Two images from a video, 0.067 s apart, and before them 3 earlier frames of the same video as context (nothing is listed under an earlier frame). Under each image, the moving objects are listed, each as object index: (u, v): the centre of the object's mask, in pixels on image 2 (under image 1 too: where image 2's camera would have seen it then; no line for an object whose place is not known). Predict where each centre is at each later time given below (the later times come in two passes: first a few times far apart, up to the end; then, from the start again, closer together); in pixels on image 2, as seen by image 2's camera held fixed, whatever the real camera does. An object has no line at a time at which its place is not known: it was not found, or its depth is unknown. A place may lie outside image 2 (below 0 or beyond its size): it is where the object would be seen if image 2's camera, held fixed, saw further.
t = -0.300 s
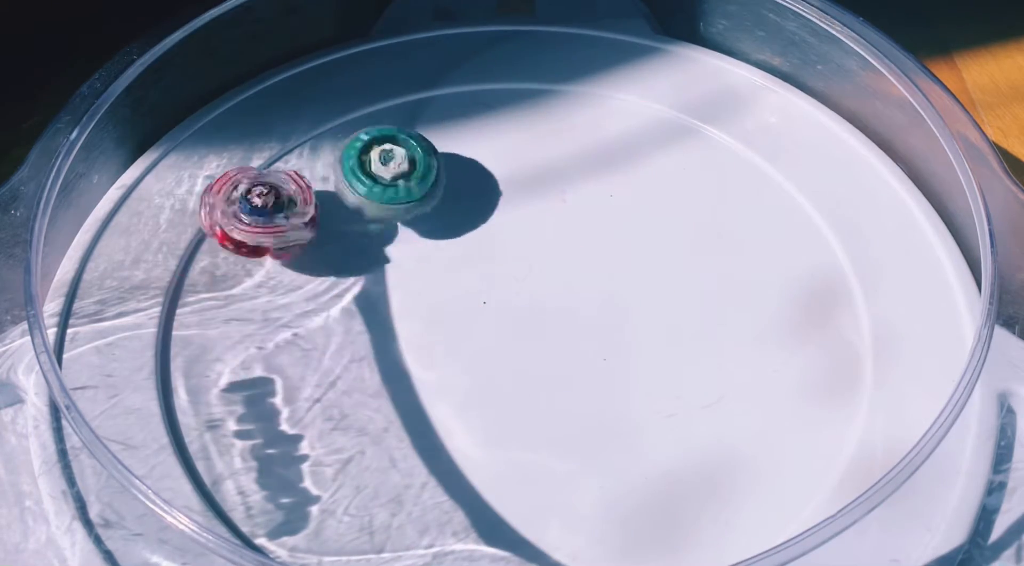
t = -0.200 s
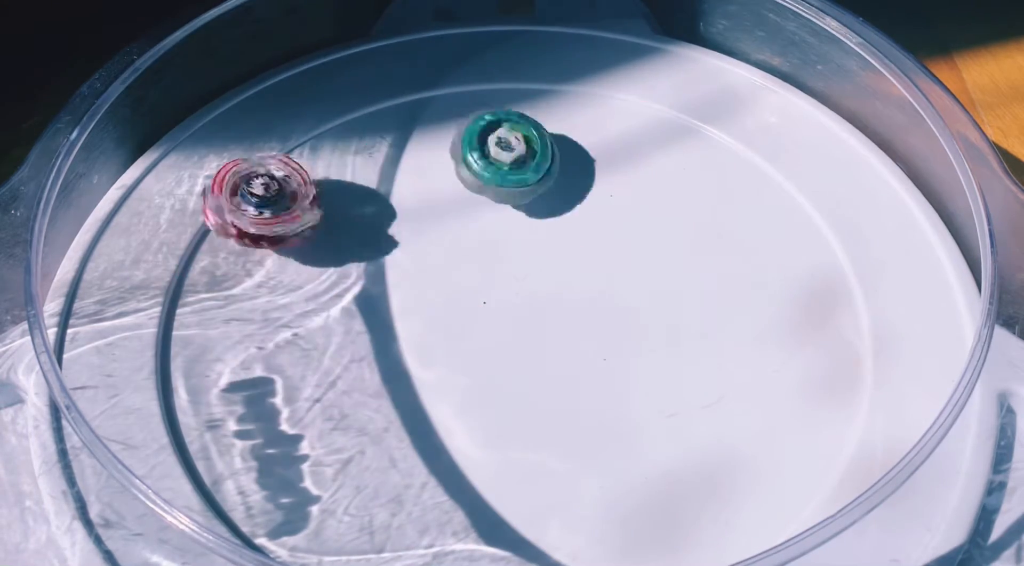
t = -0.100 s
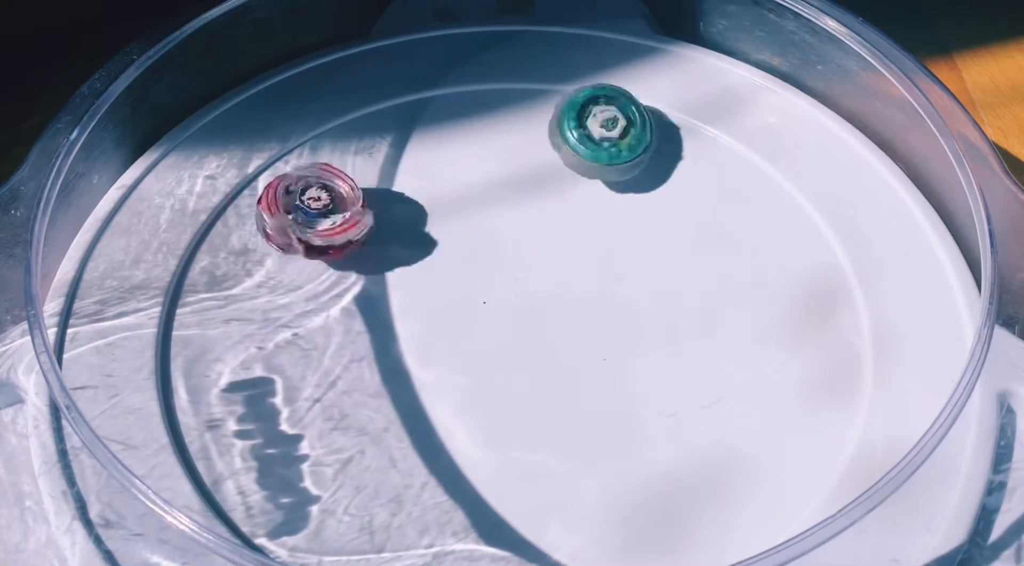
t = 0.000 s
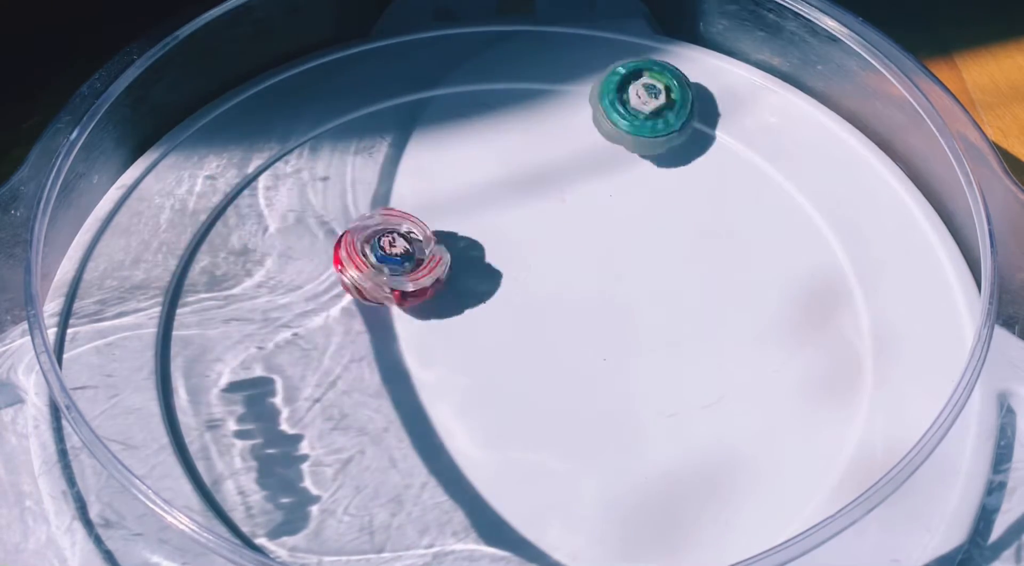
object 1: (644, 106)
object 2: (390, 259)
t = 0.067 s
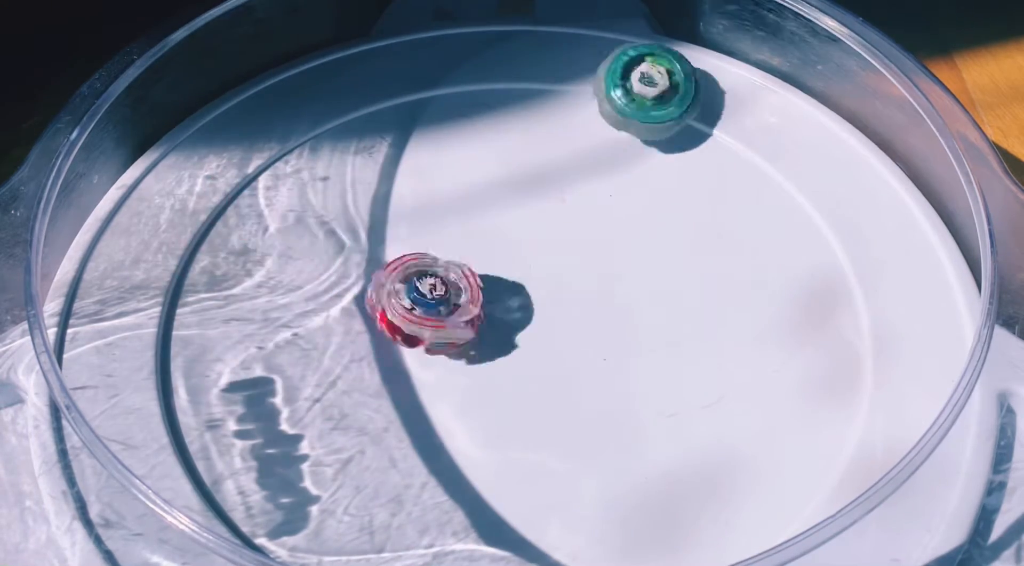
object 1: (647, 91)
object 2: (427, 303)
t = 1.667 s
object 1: (738, 434)
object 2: (550, 318)
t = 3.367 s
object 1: (285, 314)
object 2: (494, 352)
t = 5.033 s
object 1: (656, 182)
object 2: (526, 284)
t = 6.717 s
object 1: (545, 491)
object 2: (514, 358)
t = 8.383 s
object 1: (111, 234)
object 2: (549, 267)
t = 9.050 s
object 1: (635, 98)
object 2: (530, 319)
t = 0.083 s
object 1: (644, 93)
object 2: (433, 314)
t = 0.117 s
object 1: (638, 95)
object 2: (445, 338)
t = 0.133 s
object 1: (634, 97)
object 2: (449, 349)
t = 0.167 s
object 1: (627, 101)
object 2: (455, 373)
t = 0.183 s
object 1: (624, 103)
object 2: (456, 383)
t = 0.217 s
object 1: (619, 109)
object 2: (457, 405)
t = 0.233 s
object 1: (616, 112)
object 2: (456, 416)
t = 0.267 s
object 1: (612, 118)
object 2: (452, 438)
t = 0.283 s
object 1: (611, 122)
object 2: (450, 448)
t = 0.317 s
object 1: (609, 129)
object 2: (440, 467)
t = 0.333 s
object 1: (610, 132)
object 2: (434, 477)
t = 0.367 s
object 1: (611, 139)
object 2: (421, 494)
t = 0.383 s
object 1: (612, 142)
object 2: (412, 501)
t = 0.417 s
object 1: (616, 150)
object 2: (397, 509)
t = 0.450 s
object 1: (622, 158)
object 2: (379, 514)
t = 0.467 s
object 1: (625, 162)
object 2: (370, 516)
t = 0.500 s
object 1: (635, 170)
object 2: (351, 515)
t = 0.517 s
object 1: (640, 174)
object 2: (341, 514)
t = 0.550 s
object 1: (652, 180)
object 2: (319, 510)
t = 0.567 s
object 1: (658, 183)
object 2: (309, 504)
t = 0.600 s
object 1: (671, 188)
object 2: (300, 482)
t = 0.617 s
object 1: (678, 189)
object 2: (302, 469)
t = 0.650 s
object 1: (692, 193)
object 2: (311, 443)
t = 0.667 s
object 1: (699, 194)
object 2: (322, 432)
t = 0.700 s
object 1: (712, 197)
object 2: (348, 410)
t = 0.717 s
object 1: (719, 198)
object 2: (361, 400)
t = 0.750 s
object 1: (733, 199)
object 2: (395, 385)
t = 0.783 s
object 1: (744, 201)
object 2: (428, 374)
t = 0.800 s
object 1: (749, 202)
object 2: (443, 369)
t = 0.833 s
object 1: (759, 203)
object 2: (477, 361)
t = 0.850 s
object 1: (763, 204)
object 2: (492, 359)
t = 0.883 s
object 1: (769, 206)
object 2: (523, 356)
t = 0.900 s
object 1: (773, 207)
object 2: (538, 354)
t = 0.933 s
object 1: (779, 211)
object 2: (568, 353)
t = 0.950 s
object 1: (781, 212)
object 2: (584, 354)
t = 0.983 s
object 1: (784, 215)
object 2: (612, 355)
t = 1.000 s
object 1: (786, 218)
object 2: (627, 356)
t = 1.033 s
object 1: (789, 223)
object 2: (656, 361)
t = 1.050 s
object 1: (789, 226)
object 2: (668, 363)
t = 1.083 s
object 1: (789, 231)
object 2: (695, 369)
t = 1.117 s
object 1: (790, 238)
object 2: (720, 379)
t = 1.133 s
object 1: (789, 242)
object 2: (731, 384)
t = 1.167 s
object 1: (785, 249)
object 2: (753, 395)
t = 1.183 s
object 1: (785, 254)
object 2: (762, 403)
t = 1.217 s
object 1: (780, 264)
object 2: (776, 419)
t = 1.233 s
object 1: (778, 270)
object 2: (781, 427)
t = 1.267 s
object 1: (773, 279)
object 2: (787, 449)
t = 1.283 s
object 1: (771, 285)
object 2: (785, 459)
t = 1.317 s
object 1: (767, 297)
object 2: (769, 477)
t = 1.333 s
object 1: (764, 303)
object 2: (756, 486)
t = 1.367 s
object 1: (759, 315)
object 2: (723, 494)
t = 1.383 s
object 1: (758, 322)
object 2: (704, 496)
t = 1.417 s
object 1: (753, 336)
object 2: (667, 490)
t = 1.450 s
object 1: (751, 349)
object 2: (631, 473)
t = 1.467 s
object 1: (750, 357)
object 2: (616, 464)
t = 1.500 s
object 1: (748, 371)
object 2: (590, 440)
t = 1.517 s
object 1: (746, 377)
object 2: (581, 428)
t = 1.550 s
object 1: (745, 392)
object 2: (567, 403)
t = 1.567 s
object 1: (744, 398)
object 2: (561, 389)
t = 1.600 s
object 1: (743, 412)
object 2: (554, 365)
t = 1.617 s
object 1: (741, 417)
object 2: (552, 353)
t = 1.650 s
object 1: (739, 429)
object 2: (550, 328)
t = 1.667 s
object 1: (738, 434)
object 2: (550, 318)
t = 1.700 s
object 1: (737, 445)
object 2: (551, 295)
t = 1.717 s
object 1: (736, 449)
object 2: (553, 283)
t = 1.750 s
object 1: (736, 458)
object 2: (558, 263)
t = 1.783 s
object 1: (734, 466)
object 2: (566, 244)
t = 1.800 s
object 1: (733, 471)
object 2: (570, 236)
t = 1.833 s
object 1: (731, 478)
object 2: (579, 218)
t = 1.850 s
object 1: (729, 481)
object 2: (585, 209)
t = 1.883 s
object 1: (723, 486)
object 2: (596, 194)
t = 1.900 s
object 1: (720, 489)
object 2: (603, 187)
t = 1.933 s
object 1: (712, 492)
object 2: (617, 175)
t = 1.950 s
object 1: (708, 493)
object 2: (624, 169)
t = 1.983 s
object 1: (697, 495)
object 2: (642, 160)
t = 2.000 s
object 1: (691, 495)
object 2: (651, 157)
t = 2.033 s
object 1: (680, 497)
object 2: (669, 151)
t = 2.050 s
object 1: (673, 497)
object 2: (679, 151)
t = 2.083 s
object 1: (661, 496)
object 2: (699, 154)
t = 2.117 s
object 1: (647, 496)
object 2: (718, 161)
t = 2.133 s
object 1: (640, 496)
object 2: (725, 169)
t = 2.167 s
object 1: (626, 495)
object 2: (735, 186)
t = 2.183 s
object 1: (619, 494)
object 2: (736, 198)
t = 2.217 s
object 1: (603, 492)
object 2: (730, 218)
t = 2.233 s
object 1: (595, 491)
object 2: (724, 231)
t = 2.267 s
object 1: (578, 489)
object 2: (705, 251)
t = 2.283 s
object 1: (569, 488)
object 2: (694, 262)
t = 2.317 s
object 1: (551, 485)
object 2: (668, 276)
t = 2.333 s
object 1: (540, 483)
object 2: (653, 282)
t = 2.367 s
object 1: (520, 482)
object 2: (624, 292)
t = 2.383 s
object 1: (510, 480)
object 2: (609, 294)
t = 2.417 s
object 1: (490, 478)
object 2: (579, 299)
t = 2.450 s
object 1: (469, 477)
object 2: (549, 299)
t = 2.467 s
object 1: (459, 476)
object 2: (534, 298)
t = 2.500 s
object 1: (442, 473)
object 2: (506, 294)
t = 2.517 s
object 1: (434, 470)
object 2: (493, 293)
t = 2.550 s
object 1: (409, 474)
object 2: (467, 287)
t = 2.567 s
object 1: (400, 474)
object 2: (455, 284)
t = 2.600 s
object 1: (383, 472)
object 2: (432, 276)
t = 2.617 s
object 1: (376, 471)
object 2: (421, 269)
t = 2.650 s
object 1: (362, 469)
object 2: (402, 259)
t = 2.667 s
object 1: (355, 468)
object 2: (393, 252)
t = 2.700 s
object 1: (342, 465)
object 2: (376, 239)
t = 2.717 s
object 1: (336, 464)
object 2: (369, 232)
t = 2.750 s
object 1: (326, 460)
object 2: (358, 217)
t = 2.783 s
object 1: (317, 457)
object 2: (349, 201)
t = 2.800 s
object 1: (313, 455)
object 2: (347, 195)
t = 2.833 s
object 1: (305, 451)
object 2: (344, 177)
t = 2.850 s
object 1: (302, 449)
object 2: (346, 170)
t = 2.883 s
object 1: (296, 444)
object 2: (352, 155)
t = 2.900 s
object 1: (294, 442)
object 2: (359, 151)
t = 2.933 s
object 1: (291, 437)
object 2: (375, 139)
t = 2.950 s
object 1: (290, 434)
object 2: (385, 136)
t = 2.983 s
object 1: (288, 426)
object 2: (408, 135)
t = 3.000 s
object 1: (287, 423)
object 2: (421, 138)
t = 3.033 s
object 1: (286, 415)
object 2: (444, 146)
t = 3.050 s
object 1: (286, 411)
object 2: (456, 153)
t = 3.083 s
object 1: (286, 402)
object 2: (474, 170)
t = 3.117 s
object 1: (286, 391)
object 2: (489, 189)
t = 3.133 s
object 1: (285, 386)
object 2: (495, 200)
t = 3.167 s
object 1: (285, 376)
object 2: (504, 221)
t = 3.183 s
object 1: (285, 370)
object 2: (507, 233)
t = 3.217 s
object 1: (284, 359)
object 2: (511, 255)
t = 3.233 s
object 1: (283, 354)
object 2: (511, 266)
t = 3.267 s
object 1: (281, 344)
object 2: (510, 287)
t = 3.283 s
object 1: (281, 339)
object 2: (509, 299)
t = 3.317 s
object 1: (283, 328)
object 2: (504, 320)
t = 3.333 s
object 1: (283, 323)
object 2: (501, 331)
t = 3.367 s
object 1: (285, 314)
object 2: (494, 352)
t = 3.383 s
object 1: (286, 309)
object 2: (490, 363)
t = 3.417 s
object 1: (288, 300)
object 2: (478, 382)
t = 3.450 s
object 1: (290, 291)
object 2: (464, 400)
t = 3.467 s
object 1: (292, 286)
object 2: (457, 410)
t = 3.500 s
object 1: (294, 276)
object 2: (438, 426)
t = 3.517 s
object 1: (295, 272)
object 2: (428, 433)
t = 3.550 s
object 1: (298, 264)
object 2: (406, 446)
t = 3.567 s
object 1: (299, 259)
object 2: (394, 451)
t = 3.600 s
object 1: (303, 251)
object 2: (369, 459)
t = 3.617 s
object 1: (305, 247)
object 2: (356, 462)
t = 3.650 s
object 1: (309, 239)
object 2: (330, 465)
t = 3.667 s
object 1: (310, 236)
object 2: (316, 463)
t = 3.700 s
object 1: (314, 228)
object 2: (290, 457)
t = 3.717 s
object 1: (316, 225)
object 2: (278, 451)
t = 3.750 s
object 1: (322, 218)
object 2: (260, 435)
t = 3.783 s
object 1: (327, 212)
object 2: (250, 414)
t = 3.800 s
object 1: (330, 209)
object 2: (252, 403)
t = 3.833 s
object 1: (337, 204)
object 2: (259, 379)
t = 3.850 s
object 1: (340, 202)
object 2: (267, 369)
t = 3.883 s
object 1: (348, 197)
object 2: (288, 351)
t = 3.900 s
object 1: (352, 195)
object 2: (302, 343)
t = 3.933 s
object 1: (359, 191)
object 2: (330, 330)
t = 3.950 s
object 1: (364, 189)
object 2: (345, 325)
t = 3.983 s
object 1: (372, 186)
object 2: (376, 319)
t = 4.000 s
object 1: (376, 185)
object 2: (390, 316)
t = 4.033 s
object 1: (386, 182)
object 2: (420, 313)
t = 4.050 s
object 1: (390, 179)
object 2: (436, 313)
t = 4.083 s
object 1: (398, 176)
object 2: (465, 312)
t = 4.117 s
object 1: (406, 172)
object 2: (493, 313)
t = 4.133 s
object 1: (411, 170)
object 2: (508, 314)
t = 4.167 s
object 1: (418, 167)
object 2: (535, 317)
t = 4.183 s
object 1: (423, 165)
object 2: (548, 319)
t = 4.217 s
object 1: (430, 163)
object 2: (574, 323)
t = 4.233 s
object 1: (435, 162)
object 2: (588, 327)
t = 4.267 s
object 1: (443, 160)
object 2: (612, 333)
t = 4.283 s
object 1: (448, 160)
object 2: (624, 338)
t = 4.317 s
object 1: (457, 158)
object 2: (647, 347)
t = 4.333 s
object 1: (462, 157)
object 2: (658, 353)
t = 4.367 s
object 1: (472, 155)
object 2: (679, 364)
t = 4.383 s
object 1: (477, 155)
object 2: (689, 370)
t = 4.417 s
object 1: (486, 154)
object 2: (708, 384)
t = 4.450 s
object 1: (495, 153)
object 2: (723, 398)
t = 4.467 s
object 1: (499, 152)
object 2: (730, 407)
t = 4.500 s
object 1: (509, 152)
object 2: (739, 426)
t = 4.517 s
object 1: (514, 152)
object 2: (740, 434)
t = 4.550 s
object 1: (524, 152)
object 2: (740, 455)
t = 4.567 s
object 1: (530, 152)
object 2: (735, 463)
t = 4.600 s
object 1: (540, 153)
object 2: (719, 482)
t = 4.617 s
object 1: (544, 153)
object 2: (706, 488)
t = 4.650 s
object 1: (554, 153)
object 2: (676, 497)
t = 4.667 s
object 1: (558, 153)
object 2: (660, 497)
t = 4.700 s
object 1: (568, 155)
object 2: (625, 491)
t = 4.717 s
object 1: (574, 156)
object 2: (610, 487)
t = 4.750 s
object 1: (583, 158)
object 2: (581, 470)
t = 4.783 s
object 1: (592, 159)
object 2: (558, 449)
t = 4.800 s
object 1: (596, 160)
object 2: (549, 438)
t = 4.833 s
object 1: (606, 163)
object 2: (535, 415)
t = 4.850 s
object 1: (610, 165)
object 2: (530, 403)
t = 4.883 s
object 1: (619, 168)
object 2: (522, 380)
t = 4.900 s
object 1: (623, 169)
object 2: (519, 368)
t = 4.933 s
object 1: (631, 173)
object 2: (517, 346)
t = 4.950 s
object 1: (636, 174)
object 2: (517, 335)
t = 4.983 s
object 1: (644, 177)
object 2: (518, 314)
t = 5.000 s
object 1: (648, 179)
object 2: (521, 304)
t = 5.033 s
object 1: (656, 182)
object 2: (526, 284)
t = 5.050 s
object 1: (659, 183)
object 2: (528, 274)
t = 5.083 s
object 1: (667, 187)
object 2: (536, 256)
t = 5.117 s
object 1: (674, 191)
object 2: (544, 239)
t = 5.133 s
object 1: (677, 193)
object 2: (549, 232)
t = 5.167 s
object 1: (684, 198)
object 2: (561, 217)
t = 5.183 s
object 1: (686, 200)
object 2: (565, 210)
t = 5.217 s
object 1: (699, 206)
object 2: (573, 195)
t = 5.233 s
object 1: (713, 210)
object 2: (570, 188)
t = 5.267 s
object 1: (734, 216)
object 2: (566, 177)
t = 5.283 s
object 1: (742, 218)
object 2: (567, 173)
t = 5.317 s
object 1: (754, 221)
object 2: (571, 166)
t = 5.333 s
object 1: (760, 222)
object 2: (573, 163)
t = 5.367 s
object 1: (769, 224)
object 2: (583, 157)
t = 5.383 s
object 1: (773, 225)
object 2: (588, 154)
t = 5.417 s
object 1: (781, 227)
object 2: (601, 148)
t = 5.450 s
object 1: (788, 230)
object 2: (616, 146)
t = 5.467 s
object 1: (790, 231)
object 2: (623, 146)
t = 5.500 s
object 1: (793, 235)
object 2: (639, 152)
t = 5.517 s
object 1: (794, 238)
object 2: (647, 157)
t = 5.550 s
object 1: (794, 243)
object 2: (657, 172)
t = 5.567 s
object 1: (794, 246)
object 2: (660, 182)
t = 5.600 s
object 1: (793, 251)
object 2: (659, 203)
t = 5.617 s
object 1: (792, 254)
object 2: (655, 211)
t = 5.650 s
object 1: (788, 261)
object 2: (643, 231)
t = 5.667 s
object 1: (786, 265)
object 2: (635, 240)
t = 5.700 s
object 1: (780, 274)
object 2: (616, 256)
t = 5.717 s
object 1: (777, 279)
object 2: (606, 263)
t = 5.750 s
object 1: (771, 288)
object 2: (583, 275)
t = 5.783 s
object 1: (764, 299)
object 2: (559, 284)
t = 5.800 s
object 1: (761, 305)
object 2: (547, 288)
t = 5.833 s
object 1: (754, 317)
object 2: (523, 294)
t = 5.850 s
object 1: (750, 323)
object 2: (509, 295)
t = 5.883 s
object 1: (743, 335)
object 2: (484, 298)
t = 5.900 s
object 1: (740, 342)
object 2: (472, 298)
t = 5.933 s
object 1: (734, 355)
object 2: (447, 298)
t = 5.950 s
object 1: (731, 362)
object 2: (435, 297)
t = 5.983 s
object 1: (724, 376)
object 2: (413, 294)
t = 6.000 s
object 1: (721, 383)
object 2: (402, 290)
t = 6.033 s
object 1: (714, 396)
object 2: (381, 284)
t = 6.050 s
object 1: (710, 403)
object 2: (371, 281)
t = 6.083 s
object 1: (703, 416)
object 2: (353, 272)
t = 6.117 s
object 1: (698, 428)
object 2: (338, 261)
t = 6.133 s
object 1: (695, 435)
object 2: (331, 253)
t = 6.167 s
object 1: (691, 446)
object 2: (320, 238)
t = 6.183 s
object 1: (688, 452)
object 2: (318, 233)
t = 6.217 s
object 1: (684, 462)
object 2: (316, 218)
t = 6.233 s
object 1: (682, 467)
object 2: (316, 209)
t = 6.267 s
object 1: (678, 477)
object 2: (324, 196)
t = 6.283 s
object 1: (675, 480)
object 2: (333, 191)
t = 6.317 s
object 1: (670, 488)
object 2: (353, 184)
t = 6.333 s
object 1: (667, 491)
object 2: (364, 182)
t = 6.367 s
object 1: (661, 497)
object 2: (388, 184)
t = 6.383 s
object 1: (658, 500)
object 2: (400, 187)
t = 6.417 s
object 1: (650, 504)
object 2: (422, 197)
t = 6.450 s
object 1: (643, 507)
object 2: (442, 210)
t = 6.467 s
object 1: (638, 508)
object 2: (451, 218)
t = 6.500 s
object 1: (630, 509)
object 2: (465, 234)
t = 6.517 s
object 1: (624, 509)
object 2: (472, 242)
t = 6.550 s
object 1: (614, 508)
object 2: (485, 261)
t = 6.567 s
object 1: (608, 508)
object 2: (490, 270)
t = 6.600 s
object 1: (596, 506)
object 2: (498, 288)
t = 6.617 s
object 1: (590, 504)
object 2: (502, 299)
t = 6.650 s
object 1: (576, 500)
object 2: (508, 319)
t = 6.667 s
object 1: (568, 497)
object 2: (509, 327)
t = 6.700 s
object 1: (553, 493)
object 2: (512, 347)
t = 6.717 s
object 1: (545, 491)
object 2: (514, 358)
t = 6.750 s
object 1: (528, 486)
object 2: (514, 377)
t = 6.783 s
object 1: (514, 509)
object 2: (509, 371)
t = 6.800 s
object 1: (506, 519)
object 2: (506, 361)
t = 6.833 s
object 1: (495, 529)
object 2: (500, 343)
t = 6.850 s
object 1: (491, 532)
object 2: (499, 336)
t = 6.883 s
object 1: (485, 534)
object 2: (496, 325)
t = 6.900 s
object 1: (484, 536)
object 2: (495, 321)
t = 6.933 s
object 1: (485, 536)
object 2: (496, 317)
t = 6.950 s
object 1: (486, 536)
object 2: (498, 318)
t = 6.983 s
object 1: (486, 536)
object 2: (505, 321)
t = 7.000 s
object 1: (486, 535)
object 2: (509, 324)
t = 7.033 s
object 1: (485, 532)
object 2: (521, 334)
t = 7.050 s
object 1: (485, 530)
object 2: (527, 341)
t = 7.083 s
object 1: (479, 524)
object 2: (535, 356)
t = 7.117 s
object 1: (474, 518)
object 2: (540, 372)
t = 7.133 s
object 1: (469, 513)
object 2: (540, 380)
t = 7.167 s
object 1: (461, 501)
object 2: (536, 397)
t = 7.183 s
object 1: (457, 494)
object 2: (532, 401)
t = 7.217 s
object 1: (395, 524)
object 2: (558, 362)
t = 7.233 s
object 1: (363, 534)
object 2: (573, 340)
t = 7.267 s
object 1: (318, 532)
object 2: (597, 296)
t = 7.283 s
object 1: (297, 535)
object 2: (607, 277)
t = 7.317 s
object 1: (264, 542)
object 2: (624, 244)
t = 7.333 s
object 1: (248, 539)
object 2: (631, 230)
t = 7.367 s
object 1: (220, 540)
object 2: (641, 209)
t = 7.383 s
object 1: (211, 541)
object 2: (646, 202)
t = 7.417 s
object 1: (207, 537)
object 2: (652, 192)
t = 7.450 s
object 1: (204, 531)
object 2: (660, 189)
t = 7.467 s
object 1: (201, 529)
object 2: (665, 189)
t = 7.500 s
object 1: (197, 524)
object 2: (676, 191)
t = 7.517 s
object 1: (195, 521)
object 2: (684, 194)
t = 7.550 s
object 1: (196, 511)
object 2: (700, 199)
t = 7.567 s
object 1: (195, 507)
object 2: (708, 203)
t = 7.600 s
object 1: (193, 497)
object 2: (724, 211)
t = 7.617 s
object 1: (191, 490)
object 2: (731, 216)
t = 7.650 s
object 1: (188, 477)
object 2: (744, 230)
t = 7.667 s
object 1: (194, 464)
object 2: (748, 237)
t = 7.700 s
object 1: (185, 453)
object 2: (753, 253)
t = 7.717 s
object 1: (180, 446)
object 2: (752, 261)
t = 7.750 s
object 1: (171, 435)
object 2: (750, 280)
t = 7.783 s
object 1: (163, 423)
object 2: (740, 298)
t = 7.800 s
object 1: (159, 417)
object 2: (733, 307)
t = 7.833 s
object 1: (151, 404)
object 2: (715, 324)
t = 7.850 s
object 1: (147, 398)
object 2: (705, 330)
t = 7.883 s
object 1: (141, 385)
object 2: (683, 343)
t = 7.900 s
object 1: (139, 378)
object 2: (670, 347)
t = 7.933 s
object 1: (135, 366)
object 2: (646, 356)
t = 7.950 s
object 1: (133, 359)
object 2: (633, 359)
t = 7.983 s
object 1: (133, 347)
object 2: (607, 364)
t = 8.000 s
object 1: (133, 340)
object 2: (593, 365)
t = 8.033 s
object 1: (136, 328)
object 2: (567, 366)
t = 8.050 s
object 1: (137, 321)
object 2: (554, 367)
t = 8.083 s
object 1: (142, 310)
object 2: (528, 364)
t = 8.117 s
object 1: (149, 300)
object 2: (505, 362)
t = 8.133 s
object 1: (154, 296)
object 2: (492, 360)
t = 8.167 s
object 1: (166, 292)
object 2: (470, 355)
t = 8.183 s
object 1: (175, 295)
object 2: (458, 350)
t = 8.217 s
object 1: (192, 294)
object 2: (438, 344)
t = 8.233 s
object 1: (202, 293)
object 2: (428, 340)
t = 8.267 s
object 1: (224, 292)
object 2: (410, 331)
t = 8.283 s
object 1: (234, 290)
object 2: (401, 326)
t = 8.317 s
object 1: (256, 285)
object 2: (385, 316)
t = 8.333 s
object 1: (232, 271)
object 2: (412, 307)
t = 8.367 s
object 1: (148, 242)
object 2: (503, 275)
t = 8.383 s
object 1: (111, 234)
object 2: (549, 267)
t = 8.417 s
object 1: (140, 232)
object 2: (641, 266)
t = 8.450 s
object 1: (193, 255)
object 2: (717, 255)
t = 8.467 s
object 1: (219, 260)
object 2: (750, 244)
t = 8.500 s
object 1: (273, 276)
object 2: (812, 229)
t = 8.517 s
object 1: (299, 280)
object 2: (834, 230)
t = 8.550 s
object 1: (353, 290)
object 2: (837, 223)
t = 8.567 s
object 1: (379, 291)
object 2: (833, 225)
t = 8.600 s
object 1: (426, 290)
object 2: (821, 251)
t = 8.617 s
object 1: (447, 288)
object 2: (814, 257)
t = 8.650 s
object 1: (487, 281)
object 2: (795, 269)
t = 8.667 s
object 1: (505, 276)
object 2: (785, 275)
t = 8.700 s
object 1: (535, 263)
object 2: (766, 289)
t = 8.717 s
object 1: (548, 256)
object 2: (756, 295)
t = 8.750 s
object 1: (569, 239)
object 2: (733, 305)
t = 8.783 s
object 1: (584, 221)
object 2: (709, 315)
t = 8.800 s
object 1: (591, 212)
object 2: (696, 318)
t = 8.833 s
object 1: (603, 195)
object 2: (671, 325)
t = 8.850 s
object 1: (607, 186)
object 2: (659, 326)
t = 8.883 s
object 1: (616, 168)
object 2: (636, 327)
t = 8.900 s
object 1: (621, 160)
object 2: (625, 327)
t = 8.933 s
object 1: (625, 144)
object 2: (604, 327)
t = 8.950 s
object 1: (628, 136)
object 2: (593, 326)
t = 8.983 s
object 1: (632, 123)
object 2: (572, 324)
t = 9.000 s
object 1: (633, 116)
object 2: (561, 323)
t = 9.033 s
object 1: (635, 104)
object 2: (540, 320)
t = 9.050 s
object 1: (635, 98)
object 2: (530, 319)
